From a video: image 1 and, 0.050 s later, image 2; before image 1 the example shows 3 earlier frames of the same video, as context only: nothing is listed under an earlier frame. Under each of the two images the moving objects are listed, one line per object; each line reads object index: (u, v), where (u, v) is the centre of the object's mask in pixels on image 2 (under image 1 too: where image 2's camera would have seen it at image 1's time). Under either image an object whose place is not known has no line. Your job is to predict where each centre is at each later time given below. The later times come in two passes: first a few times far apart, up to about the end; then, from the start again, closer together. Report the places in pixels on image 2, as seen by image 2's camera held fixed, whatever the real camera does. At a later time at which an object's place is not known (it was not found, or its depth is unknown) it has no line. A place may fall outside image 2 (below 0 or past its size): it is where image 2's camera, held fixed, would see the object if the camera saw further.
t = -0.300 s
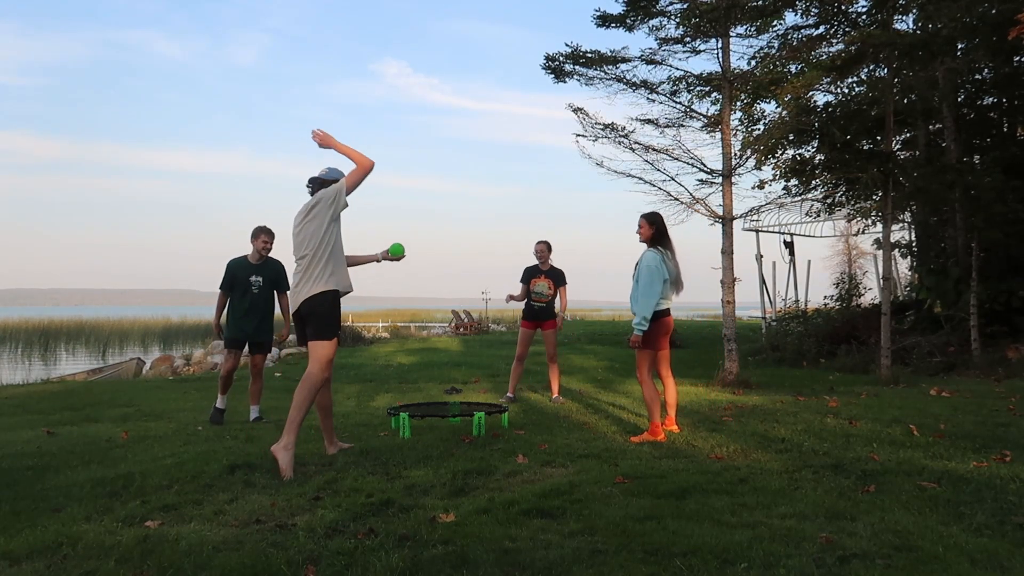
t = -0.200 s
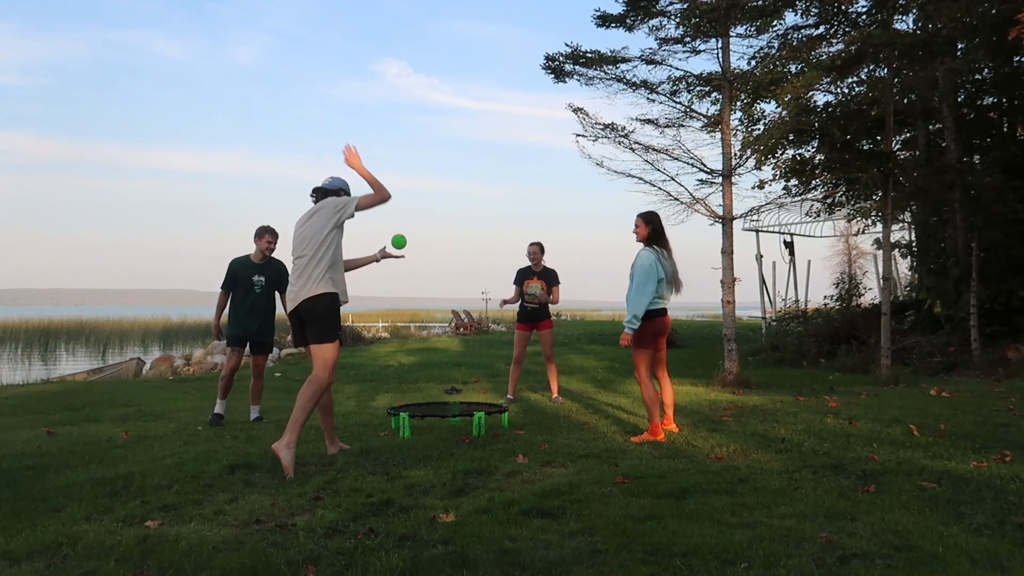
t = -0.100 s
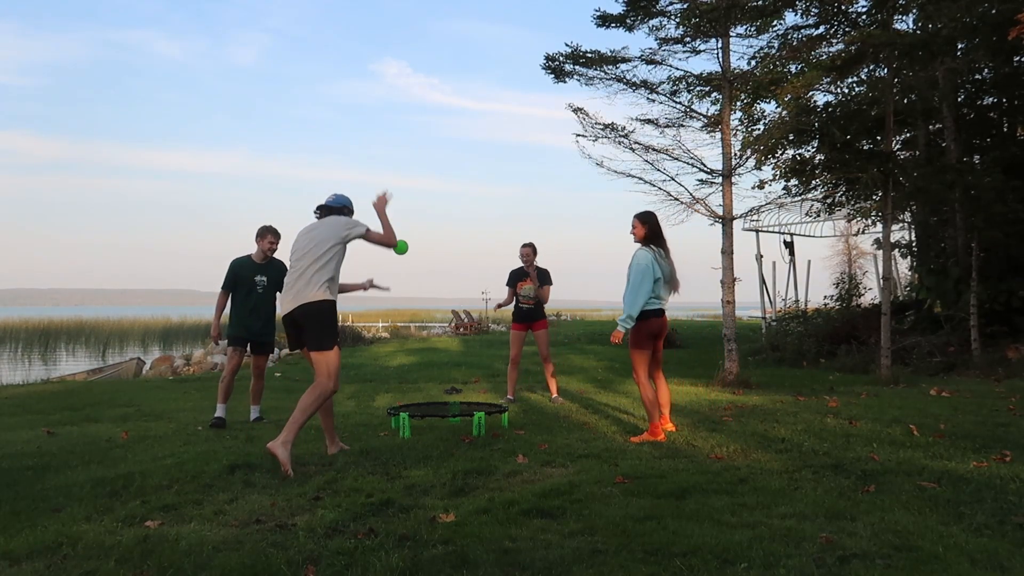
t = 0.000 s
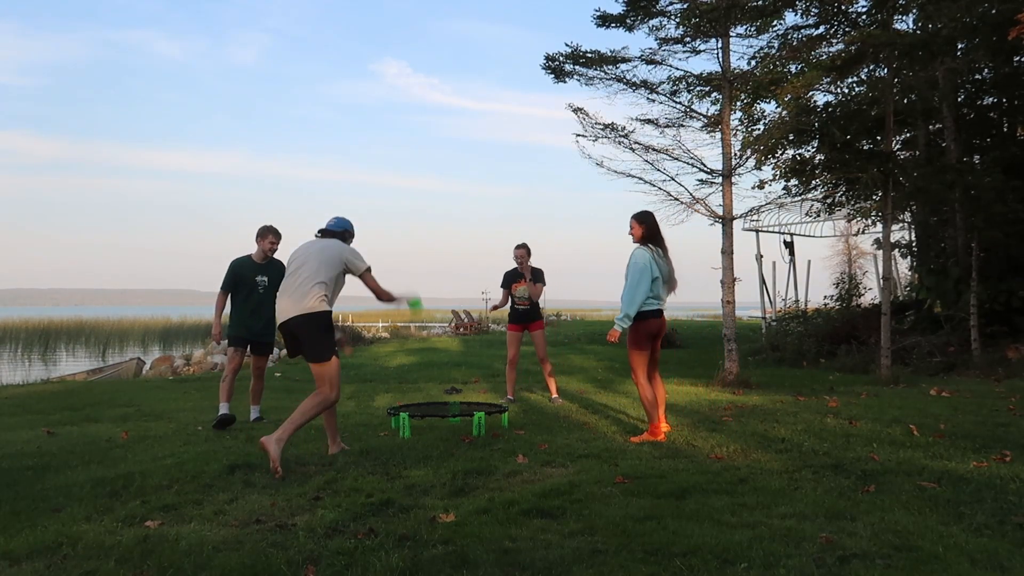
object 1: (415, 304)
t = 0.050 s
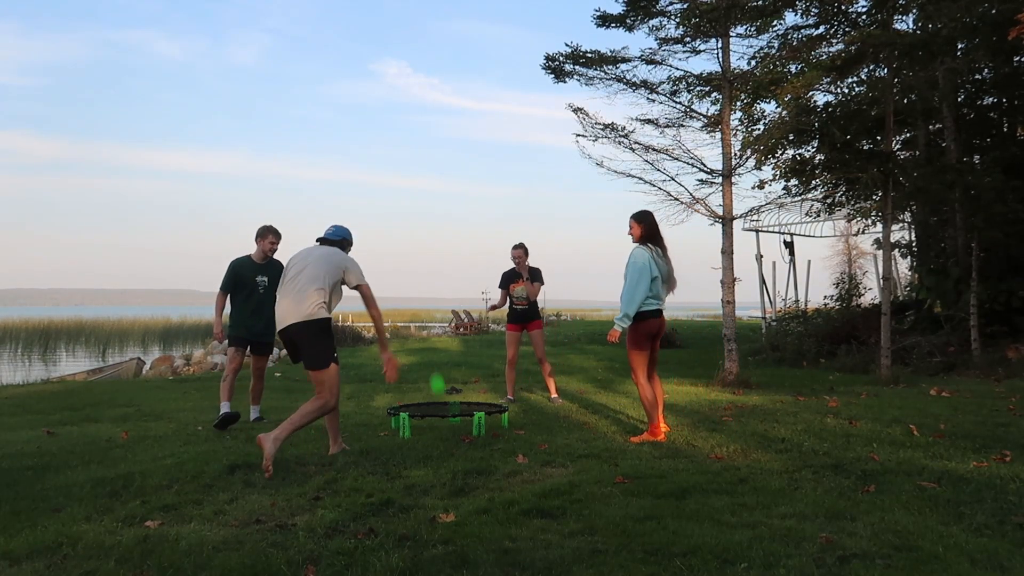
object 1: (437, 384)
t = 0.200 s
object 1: (458, 323)
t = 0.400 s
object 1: (474, 206)
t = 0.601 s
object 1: (487, 147)
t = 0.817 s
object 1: (501, 140)
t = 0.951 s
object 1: (510, 163)
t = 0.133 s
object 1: (452, 375)
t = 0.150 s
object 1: (453, 361)
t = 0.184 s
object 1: (457, 334)
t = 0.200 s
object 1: (458, 323)
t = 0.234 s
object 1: (461, 299)
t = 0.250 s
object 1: (462, 288)
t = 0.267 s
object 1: (463, 277)
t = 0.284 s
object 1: (465, 267)
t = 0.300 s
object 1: (466, 257)
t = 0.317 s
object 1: (467, 247)
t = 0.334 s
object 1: (468, 238)
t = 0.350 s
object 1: (470, 229)
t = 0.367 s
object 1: (471, 221)
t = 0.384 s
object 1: (472, 214)
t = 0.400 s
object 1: (474, 206)
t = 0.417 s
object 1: (475, 199)
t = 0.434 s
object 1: (476, 193)
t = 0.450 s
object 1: (477, 186)
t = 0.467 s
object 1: (478, 180)
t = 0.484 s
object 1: (479, 175)
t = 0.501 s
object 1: (480, 170)
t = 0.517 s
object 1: (482, 165)
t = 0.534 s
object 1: (483, 161)
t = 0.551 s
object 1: (484, 157)
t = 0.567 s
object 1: (485, 153)
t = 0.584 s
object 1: (486, 150)
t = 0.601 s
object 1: (487, 147)
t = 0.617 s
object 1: (489, 145)
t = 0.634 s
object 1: (490, 143)
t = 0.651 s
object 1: (491, 141)
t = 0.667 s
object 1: (492, 139)
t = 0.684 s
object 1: (493, 138)
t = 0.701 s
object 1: (494, 137)
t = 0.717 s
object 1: (495, 137)
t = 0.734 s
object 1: (496, 137)
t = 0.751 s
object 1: (497, 137)
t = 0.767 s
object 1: (498, 137)
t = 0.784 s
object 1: (499, 138)
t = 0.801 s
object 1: (500, 139)
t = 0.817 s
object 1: (501, 140)
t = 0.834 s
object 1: (502, 142)
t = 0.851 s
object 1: (504, 144)
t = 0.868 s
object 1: (505, 146)
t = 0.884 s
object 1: (506, 149)
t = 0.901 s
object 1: (507, 152)
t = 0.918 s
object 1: (508, 156)
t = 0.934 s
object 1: (508, 159)
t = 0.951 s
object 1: (510, 163)
